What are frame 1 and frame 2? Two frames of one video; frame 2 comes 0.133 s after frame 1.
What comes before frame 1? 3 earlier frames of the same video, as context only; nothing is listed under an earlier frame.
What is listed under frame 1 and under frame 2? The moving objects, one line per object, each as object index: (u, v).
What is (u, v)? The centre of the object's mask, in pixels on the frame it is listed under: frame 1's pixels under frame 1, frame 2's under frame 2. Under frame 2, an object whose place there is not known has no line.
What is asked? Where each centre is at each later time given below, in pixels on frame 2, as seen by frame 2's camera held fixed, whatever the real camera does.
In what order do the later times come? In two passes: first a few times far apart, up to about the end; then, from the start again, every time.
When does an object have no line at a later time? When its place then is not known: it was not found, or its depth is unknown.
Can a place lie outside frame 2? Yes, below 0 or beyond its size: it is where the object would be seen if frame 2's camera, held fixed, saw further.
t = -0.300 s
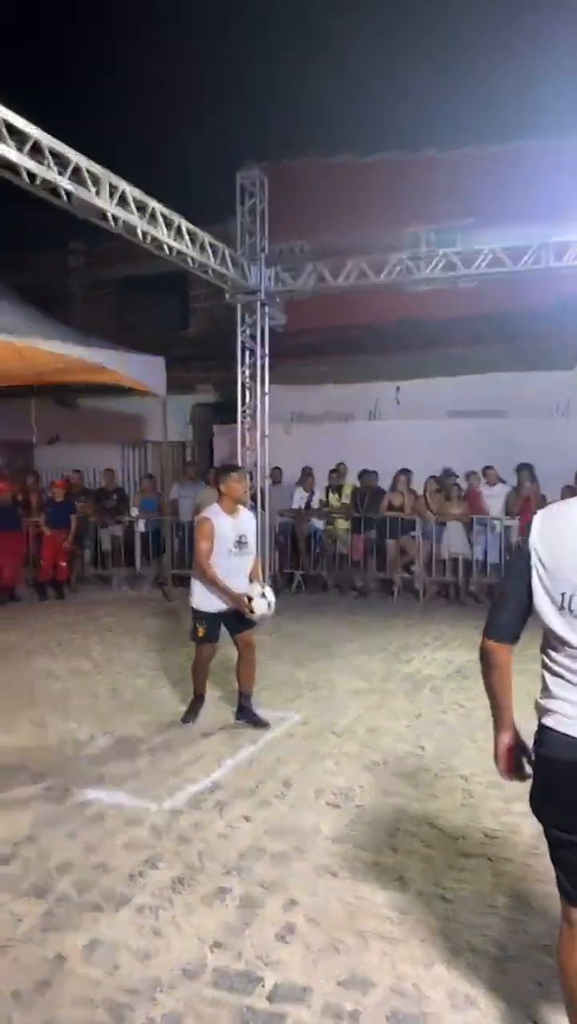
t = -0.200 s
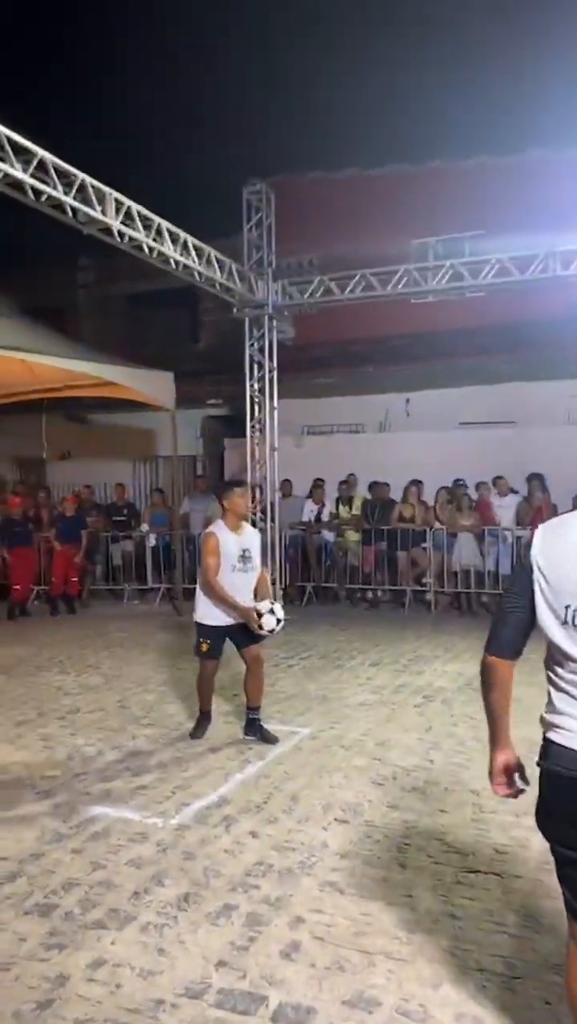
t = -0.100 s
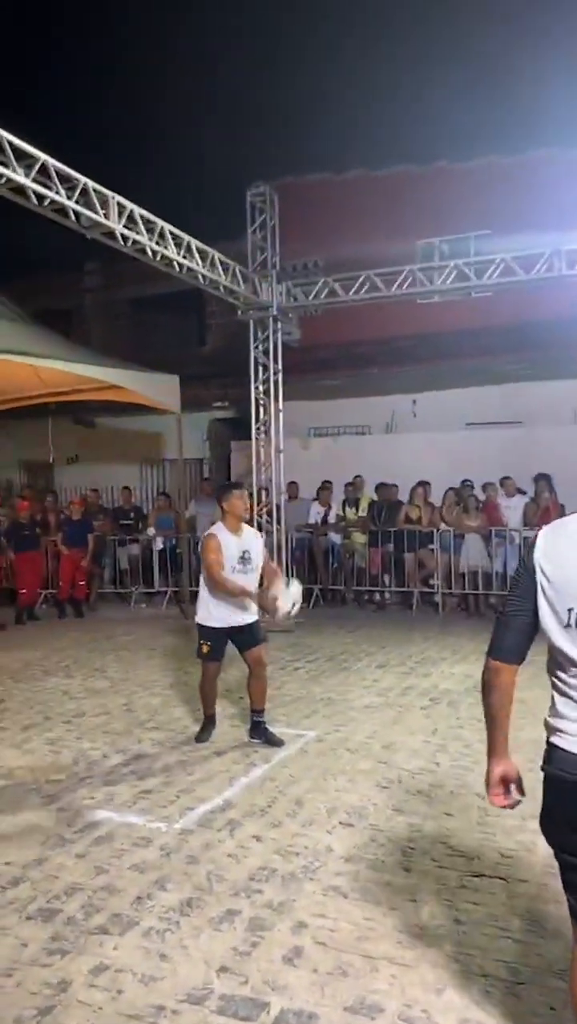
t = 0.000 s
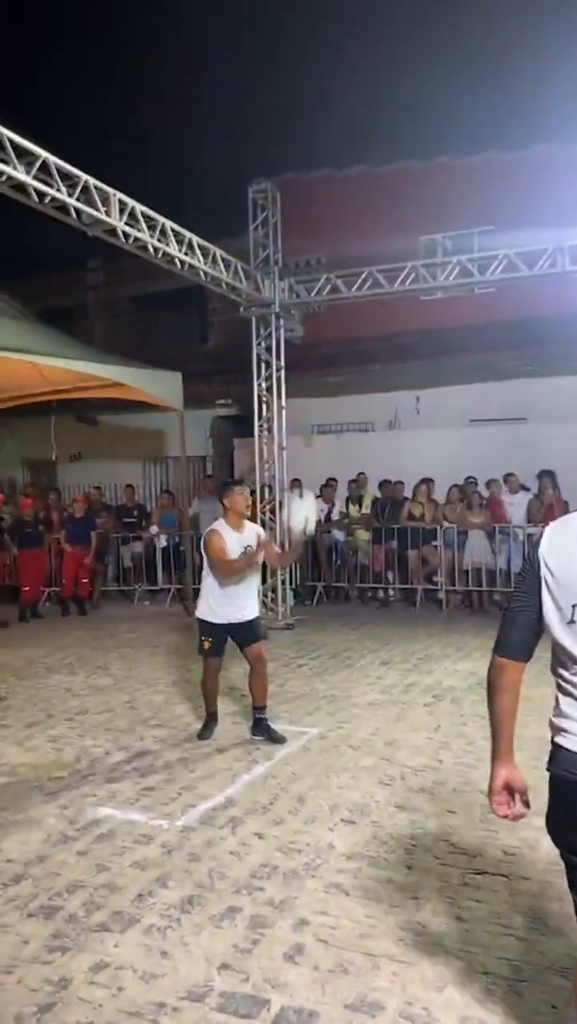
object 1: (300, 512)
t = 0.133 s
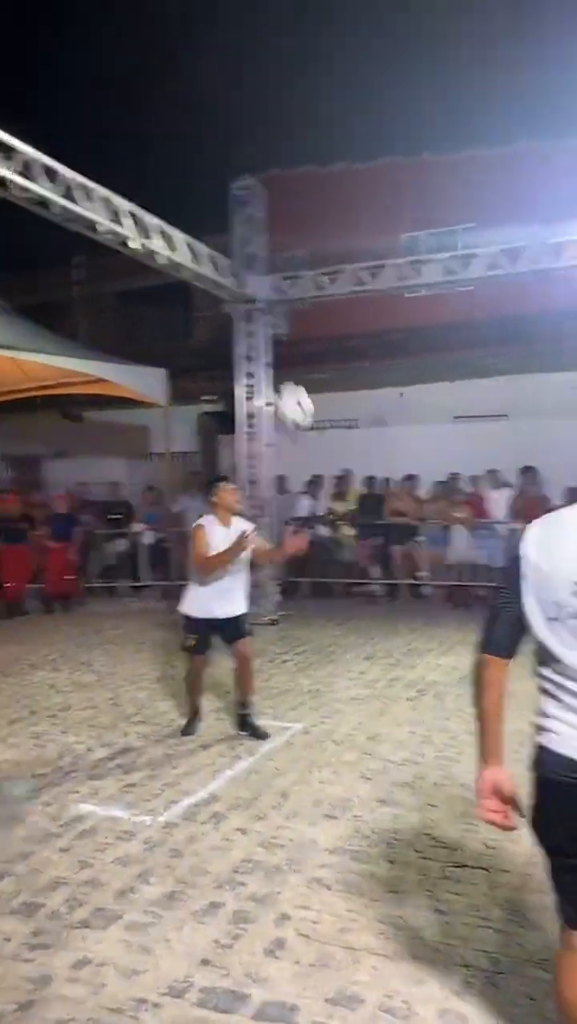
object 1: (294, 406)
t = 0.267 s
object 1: (305, 328)
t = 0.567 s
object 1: (336, 262)
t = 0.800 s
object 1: (362, 320)
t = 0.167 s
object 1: (296, 383)
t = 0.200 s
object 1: (299, 364)
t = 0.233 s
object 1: (301, 345)
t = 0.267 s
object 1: (305, 328)
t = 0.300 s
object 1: (308, 313)
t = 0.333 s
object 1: (311, 300)
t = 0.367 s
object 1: (314, 289)
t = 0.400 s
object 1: (318, 279)
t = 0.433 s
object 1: (321, 273)
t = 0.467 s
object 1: (325, 267)
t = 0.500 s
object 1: (328, 263)
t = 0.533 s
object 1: (332, 263)
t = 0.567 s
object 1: (336, 262)
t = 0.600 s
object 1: (339, 265)
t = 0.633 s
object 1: (343, 269)
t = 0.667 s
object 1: (347, 275)
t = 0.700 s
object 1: (351, 283)
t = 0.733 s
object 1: (355, 294)
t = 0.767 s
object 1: (359, 306)
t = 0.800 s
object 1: (362, 320)
